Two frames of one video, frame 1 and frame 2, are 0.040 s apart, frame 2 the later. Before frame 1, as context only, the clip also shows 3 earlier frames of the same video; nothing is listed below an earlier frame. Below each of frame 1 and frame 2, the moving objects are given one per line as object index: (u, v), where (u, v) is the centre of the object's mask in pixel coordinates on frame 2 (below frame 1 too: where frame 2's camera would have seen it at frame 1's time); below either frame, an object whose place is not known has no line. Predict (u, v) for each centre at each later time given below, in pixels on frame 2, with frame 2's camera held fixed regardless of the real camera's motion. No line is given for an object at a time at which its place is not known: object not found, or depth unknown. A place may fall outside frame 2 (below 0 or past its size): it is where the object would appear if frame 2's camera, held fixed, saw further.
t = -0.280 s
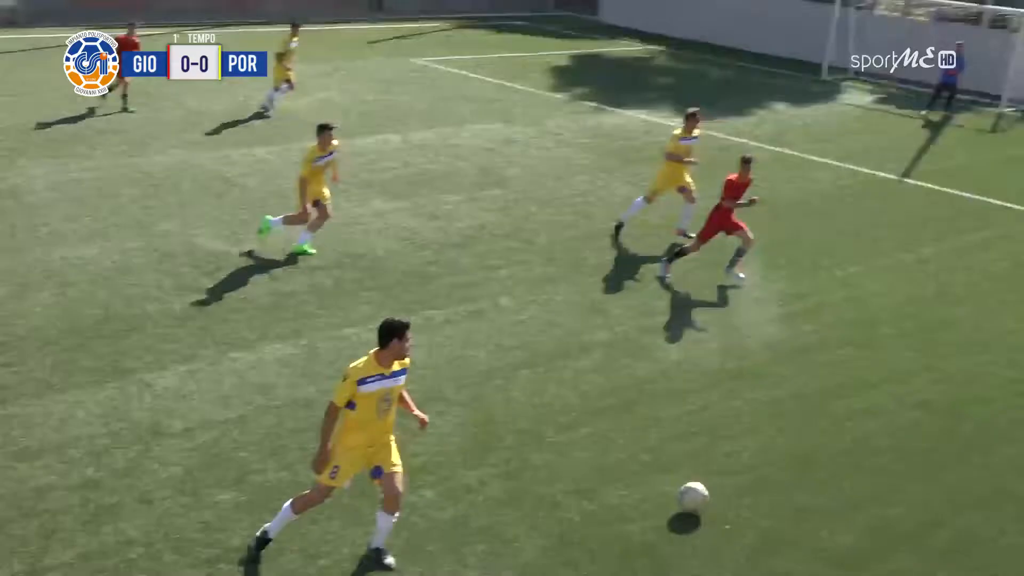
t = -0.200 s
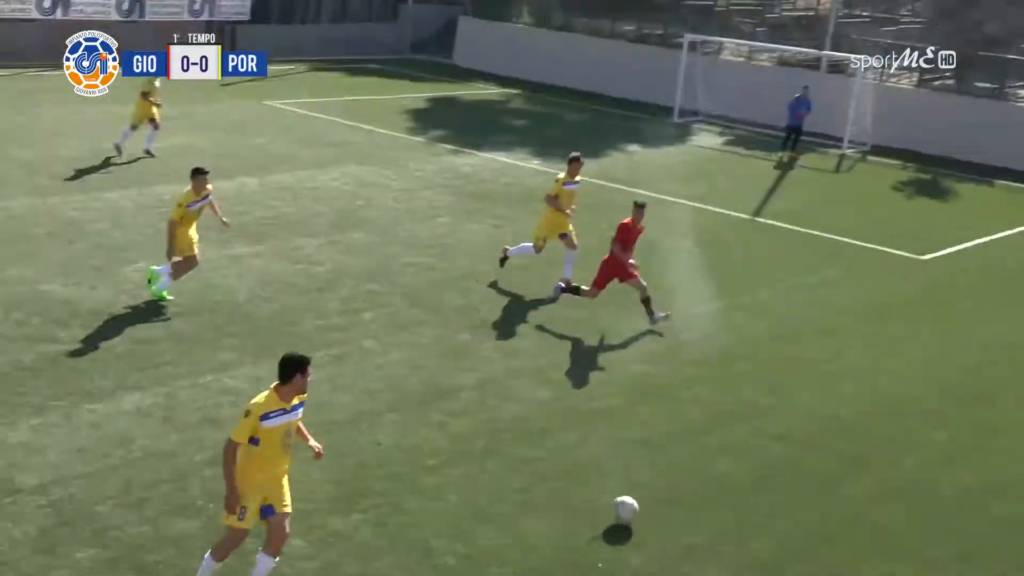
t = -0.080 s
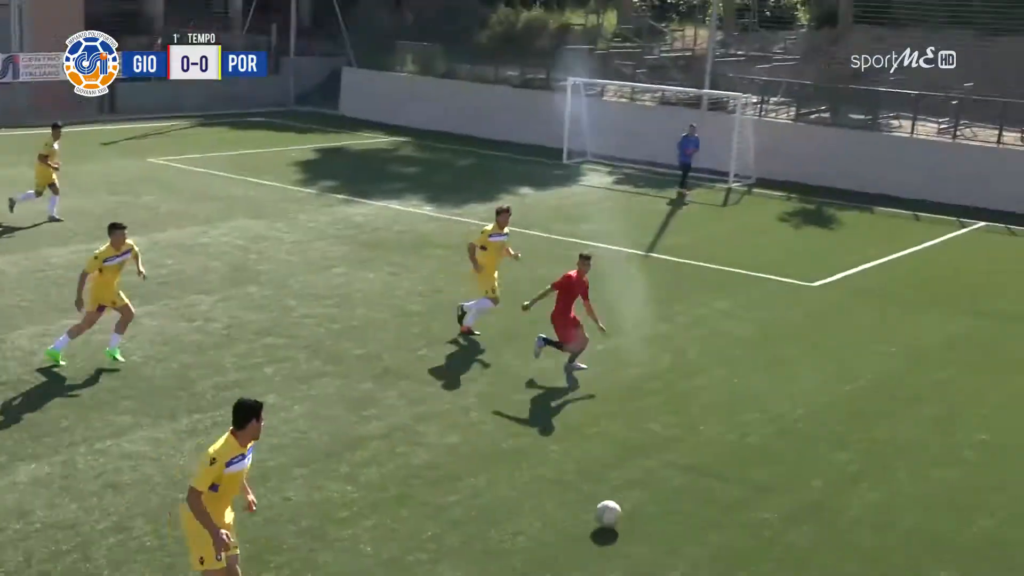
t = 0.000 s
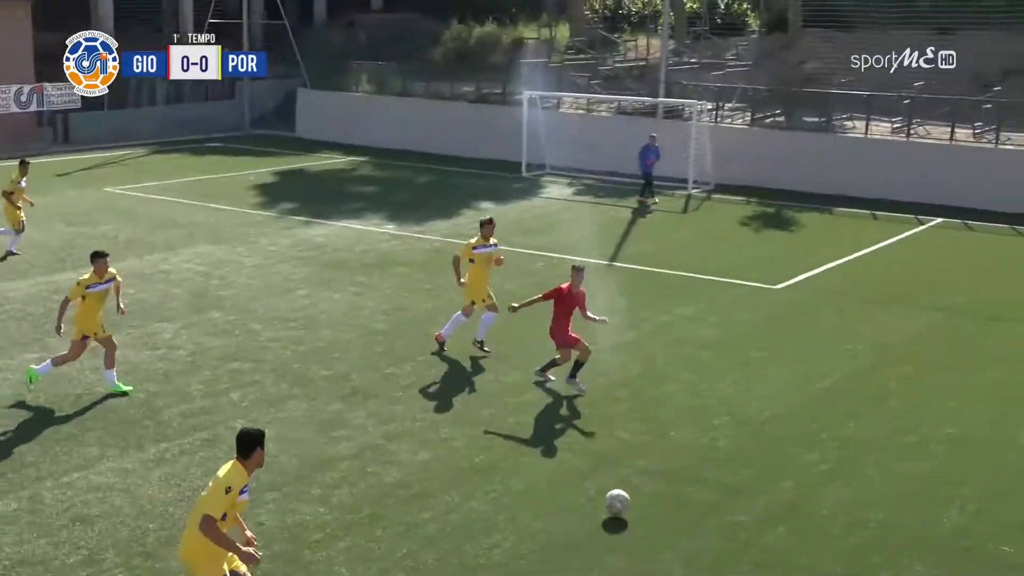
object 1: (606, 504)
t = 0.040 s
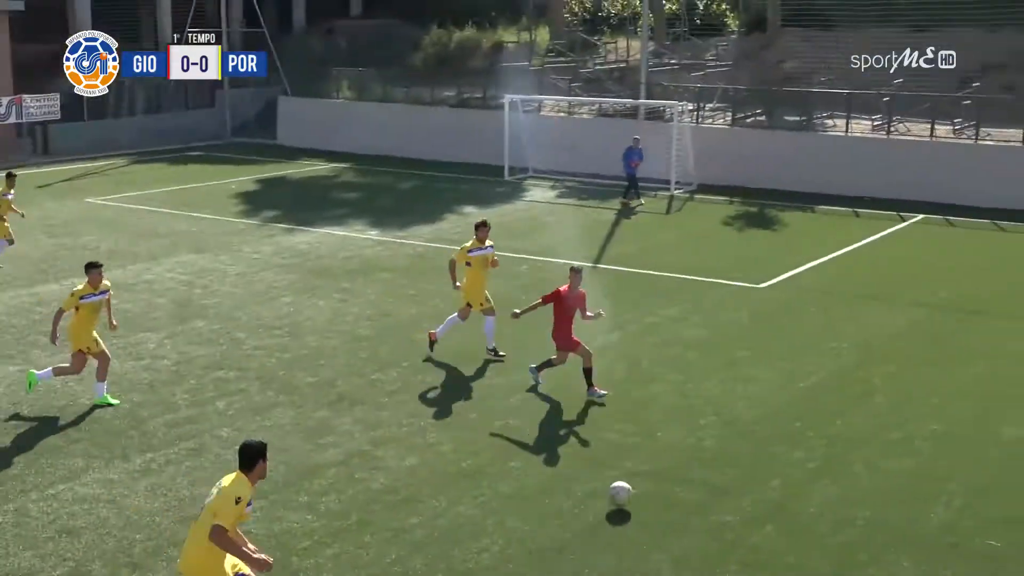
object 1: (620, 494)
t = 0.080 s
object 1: (634, 487)
